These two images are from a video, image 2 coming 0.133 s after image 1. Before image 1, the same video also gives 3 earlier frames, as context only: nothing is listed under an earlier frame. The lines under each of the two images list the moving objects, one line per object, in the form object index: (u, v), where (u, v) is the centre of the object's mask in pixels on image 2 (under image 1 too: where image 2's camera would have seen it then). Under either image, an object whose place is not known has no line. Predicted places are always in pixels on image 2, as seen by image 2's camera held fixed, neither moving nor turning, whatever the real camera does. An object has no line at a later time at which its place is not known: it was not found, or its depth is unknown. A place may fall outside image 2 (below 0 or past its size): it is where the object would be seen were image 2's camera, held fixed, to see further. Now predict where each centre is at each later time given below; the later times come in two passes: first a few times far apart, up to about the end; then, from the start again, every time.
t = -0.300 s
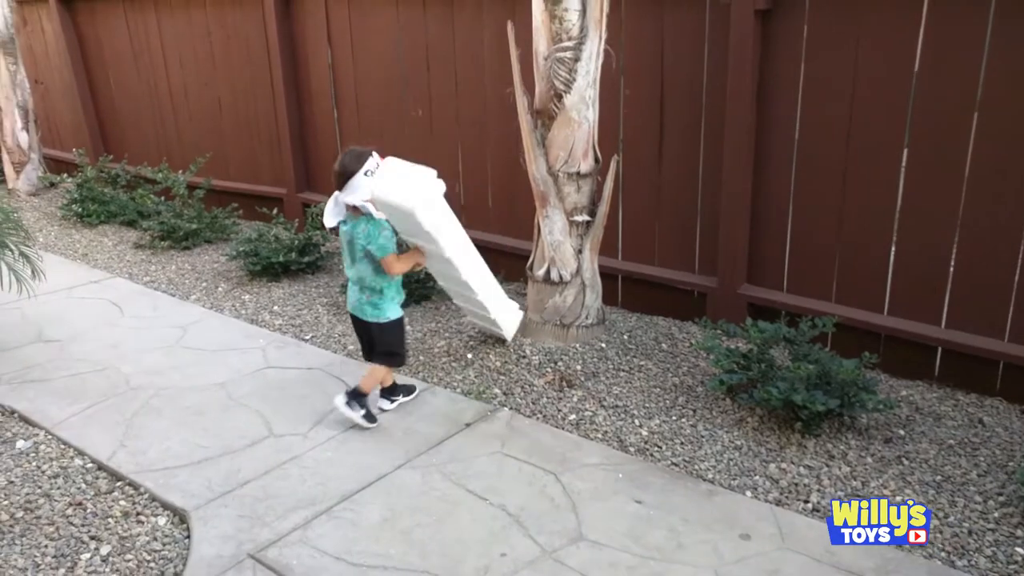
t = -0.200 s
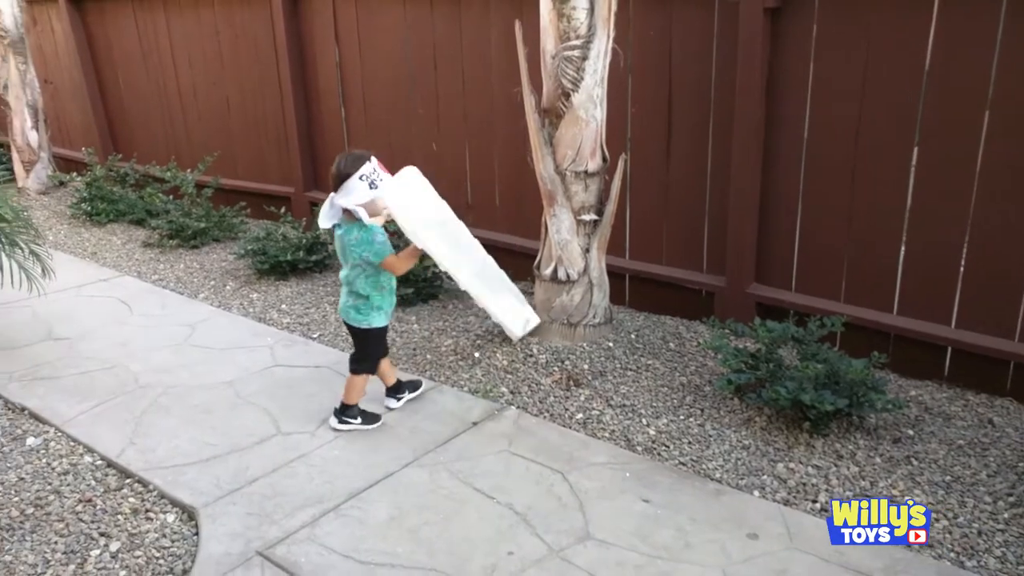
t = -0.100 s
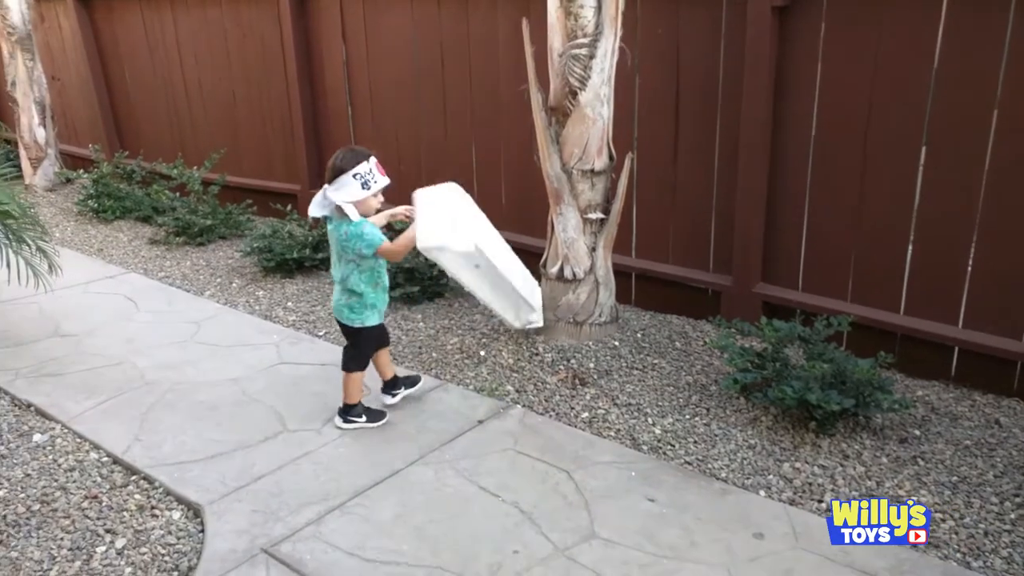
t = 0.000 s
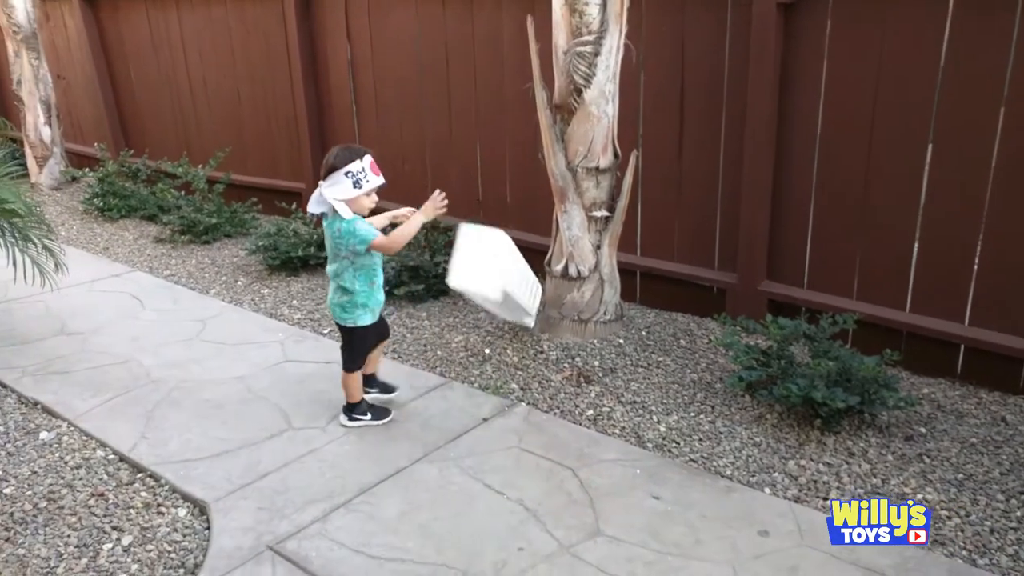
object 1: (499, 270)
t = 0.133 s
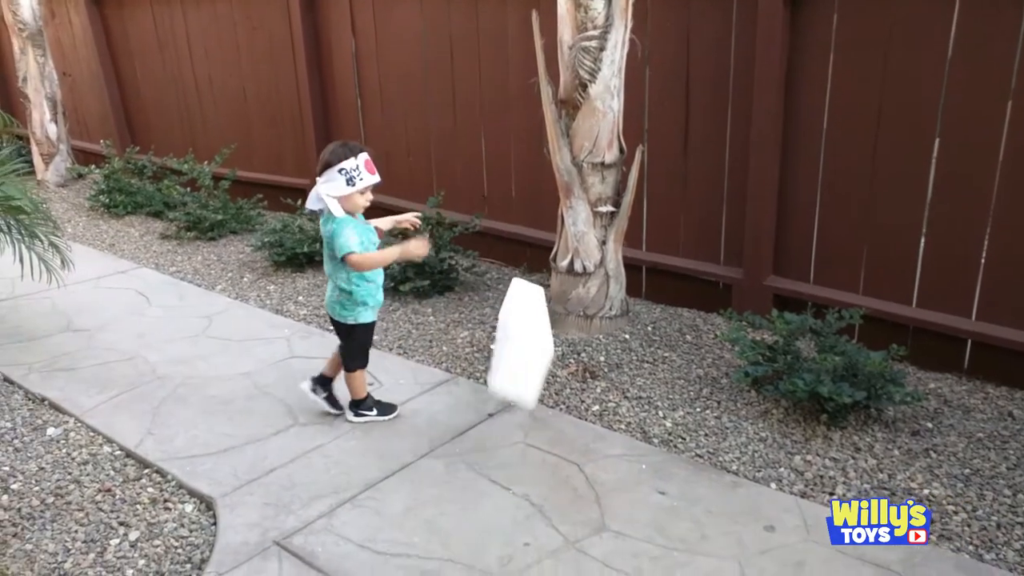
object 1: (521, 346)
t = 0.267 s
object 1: (530, 398)
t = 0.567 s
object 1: (522, 404)
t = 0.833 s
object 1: (513, 402)
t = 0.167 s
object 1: (525, 365)
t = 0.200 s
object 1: (528, 385)
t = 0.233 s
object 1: (529, 399)
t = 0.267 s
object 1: (530, 398)
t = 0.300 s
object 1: (530, 395)
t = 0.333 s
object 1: (530, 395)
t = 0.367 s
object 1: (530, 396)
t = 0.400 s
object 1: (530, 398)
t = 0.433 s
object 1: (530, 400)
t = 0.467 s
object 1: (528, 401)
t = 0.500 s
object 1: (527, 403)
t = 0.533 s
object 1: (524, 404)
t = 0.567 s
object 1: (522, 404)
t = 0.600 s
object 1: (519, 404)
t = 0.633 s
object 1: (517, 403)
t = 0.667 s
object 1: (516, 403)
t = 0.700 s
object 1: (515, 402)
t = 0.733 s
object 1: (514, 402)
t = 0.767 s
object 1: (514, 402)
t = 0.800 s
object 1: (513, 402)
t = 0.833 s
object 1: (513, 402)
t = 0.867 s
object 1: (514, 402)
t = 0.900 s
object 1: (514, 402)
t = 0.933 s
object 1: (515, 402)
